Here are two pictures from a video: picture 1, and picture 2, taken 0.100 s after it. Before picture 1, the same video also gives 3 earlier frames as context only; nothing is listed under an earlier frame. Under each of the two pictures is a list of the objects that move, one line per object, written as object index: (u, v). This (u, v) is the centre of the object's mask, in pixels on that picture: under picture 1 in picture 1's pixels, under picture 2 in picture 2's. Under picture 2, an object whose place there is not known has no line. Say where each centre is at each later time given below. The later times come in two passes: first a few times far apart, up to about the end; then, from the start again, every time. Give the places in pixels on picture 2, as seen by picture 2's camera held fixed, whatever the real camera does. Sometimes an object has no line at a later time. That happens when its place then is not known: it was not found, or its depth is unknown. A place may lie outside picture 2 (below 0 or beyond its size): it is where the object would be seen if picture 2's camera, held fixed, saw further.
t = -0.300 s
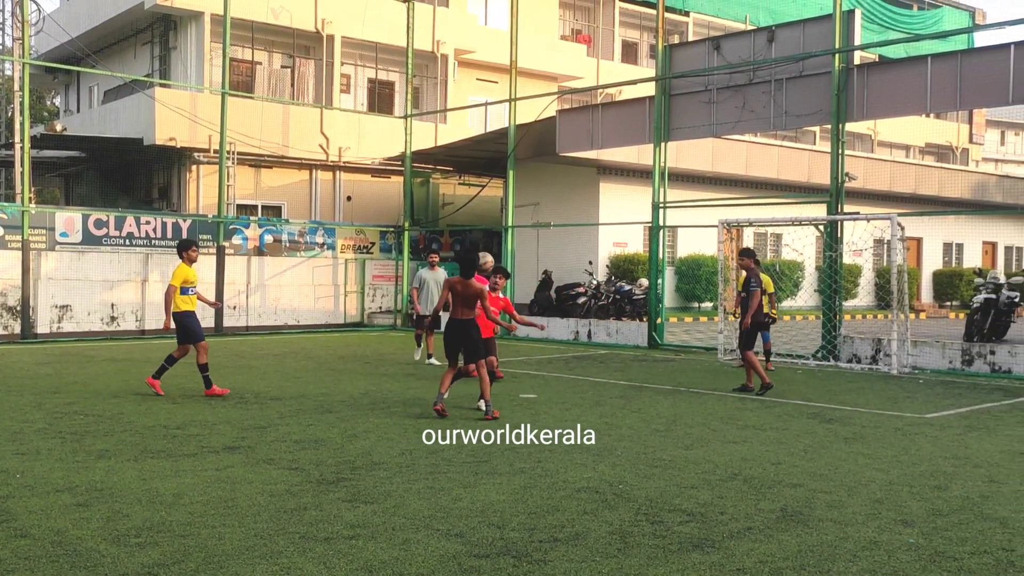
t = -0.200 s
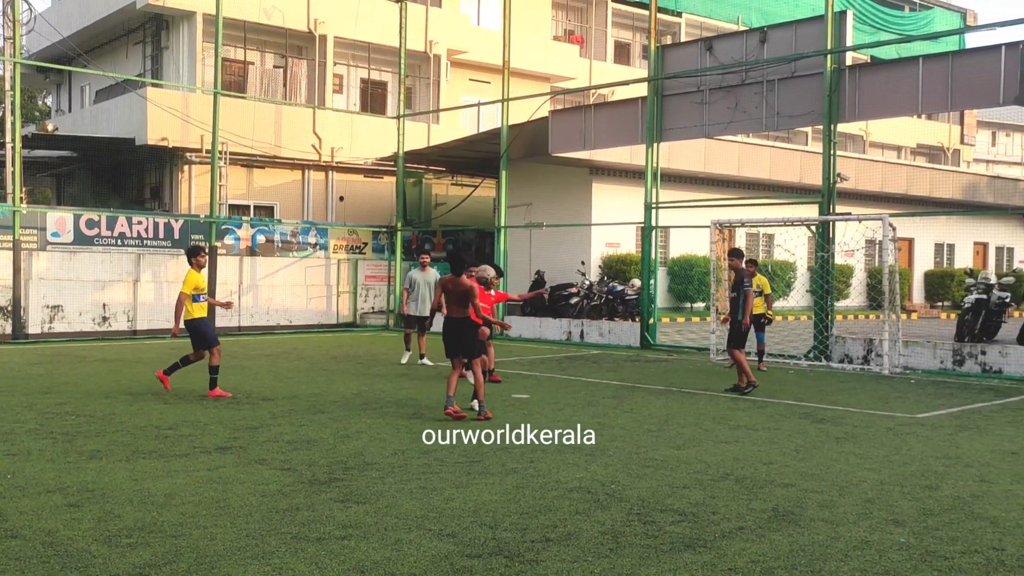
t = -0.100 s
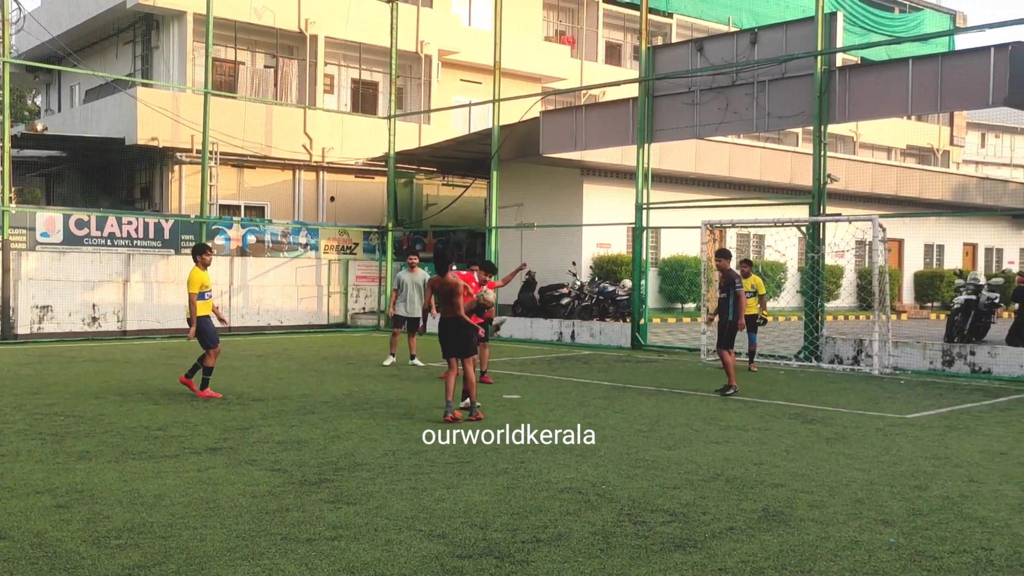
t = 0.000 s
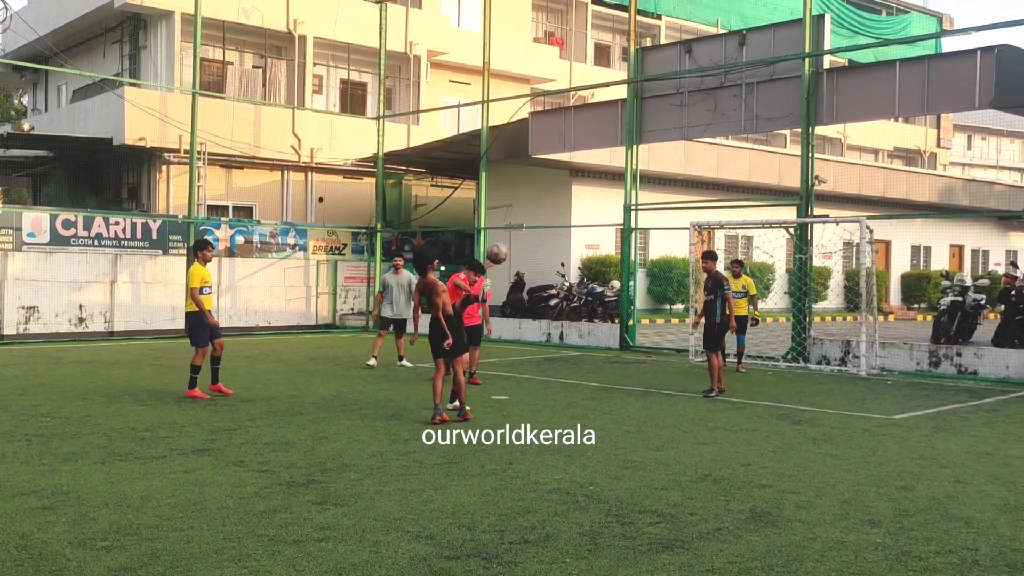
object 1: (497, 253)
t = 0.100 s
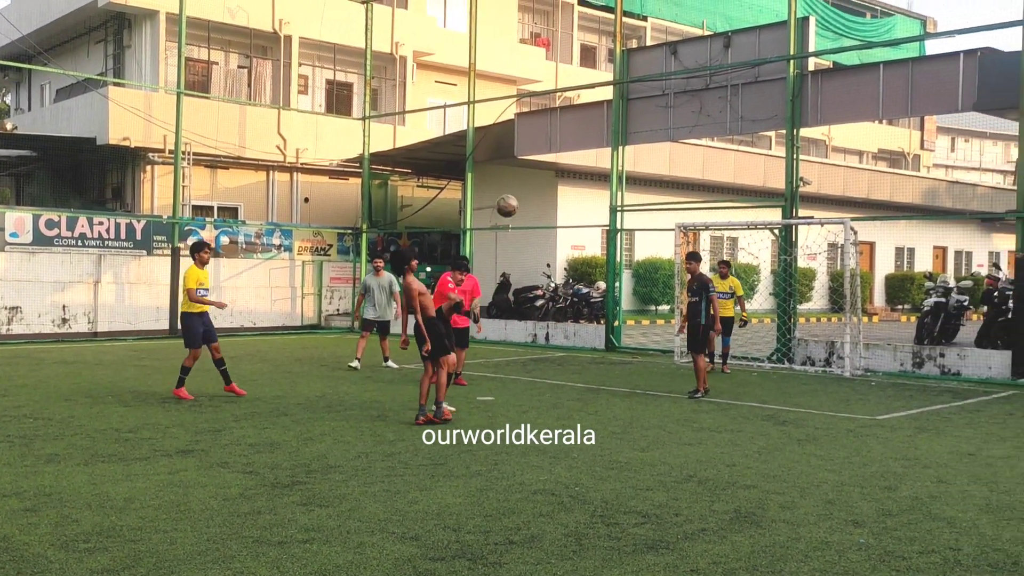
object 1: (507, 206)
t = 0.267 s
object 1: (547, 144)
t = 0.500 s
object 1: (608, 100)
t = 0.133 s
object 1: (515, 192)
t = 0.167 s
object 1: (522, 179)
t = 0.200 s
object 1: (530, 167)
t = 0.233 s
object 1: (538, 155)
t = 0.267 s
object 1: (547, 144)
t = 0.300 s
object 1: (555, 134)
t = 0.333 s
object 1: (563, 126)
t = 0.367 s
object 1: (572, 119)
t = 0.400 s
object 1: (581, 113)
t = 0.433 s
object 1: (590, 107)
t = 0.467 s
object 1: (599, 103)
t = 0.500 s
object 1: (608, 100)
